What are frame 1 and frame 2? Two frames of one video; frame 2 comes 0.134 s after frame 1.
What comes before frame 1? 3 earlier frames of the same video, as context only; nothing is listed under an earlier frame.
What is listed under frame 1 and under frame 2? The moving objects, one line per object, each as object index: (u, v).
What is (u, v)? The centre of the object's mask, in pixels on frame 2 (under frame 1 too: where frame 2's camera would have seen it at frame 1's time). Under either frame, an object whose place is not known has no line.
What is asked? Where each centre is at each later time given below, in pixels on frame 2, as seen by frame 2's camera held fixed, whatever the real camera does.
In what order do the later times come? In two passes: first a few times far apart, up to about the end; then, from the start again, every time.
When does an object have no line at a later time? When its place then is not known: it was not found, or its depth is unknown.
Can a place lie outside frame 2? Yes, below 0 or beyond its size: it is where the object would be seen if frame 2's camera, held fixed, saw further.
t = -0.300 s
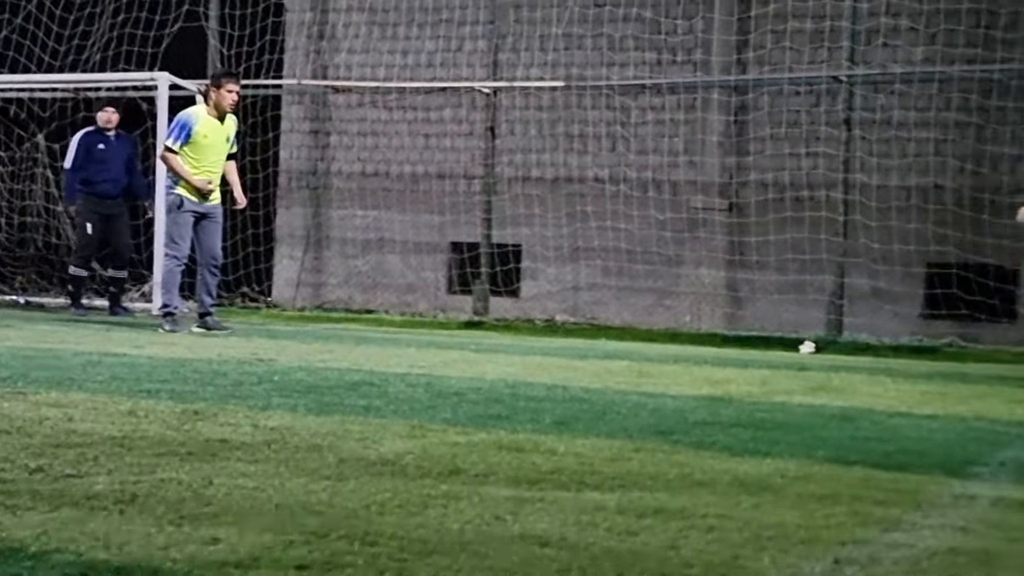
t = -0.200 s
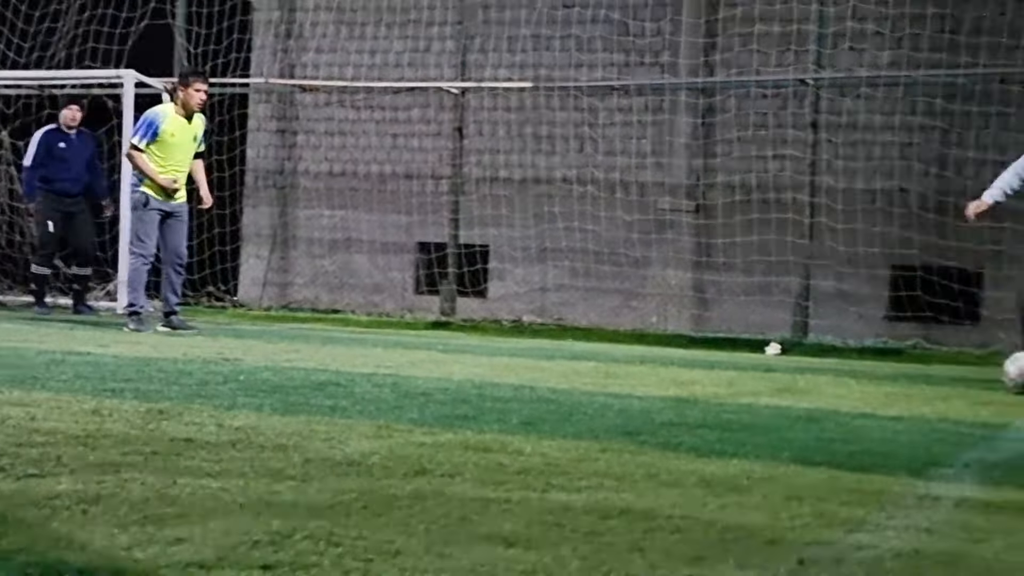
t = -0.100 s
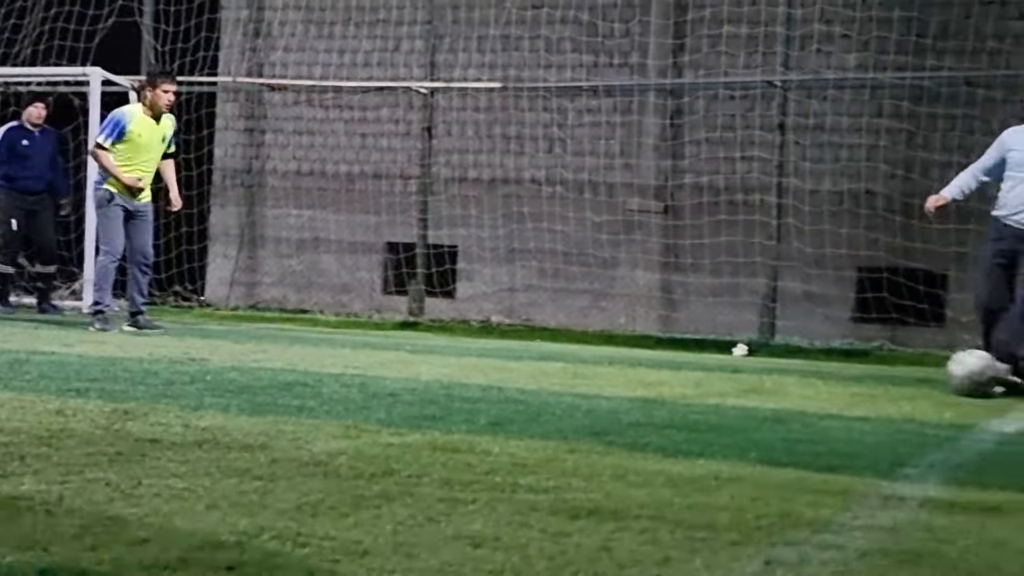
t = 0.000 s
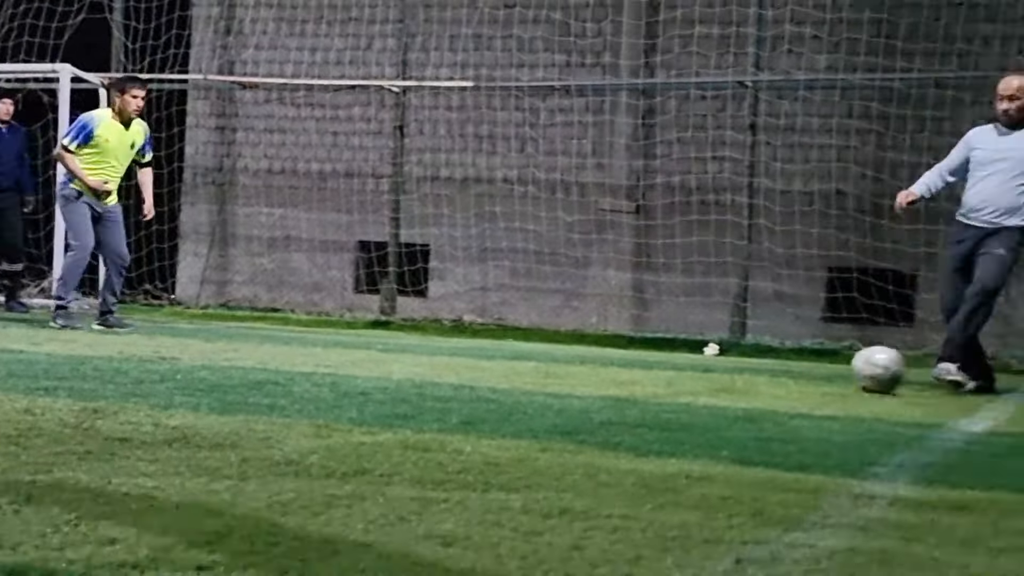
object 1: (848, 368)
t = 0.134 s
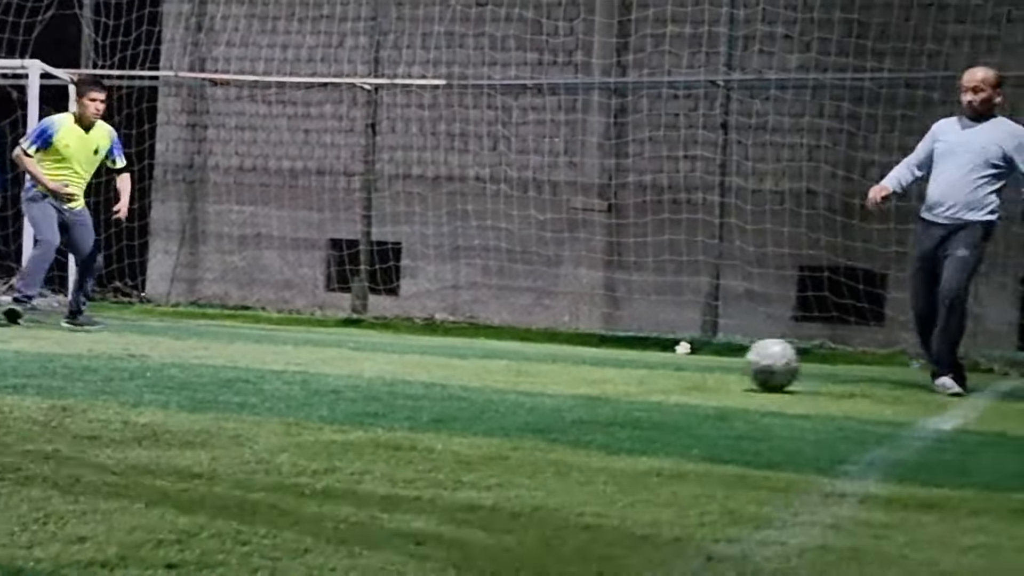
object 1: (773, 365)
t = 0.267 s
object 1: (701, 362)
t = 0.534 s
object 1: (570, 362)
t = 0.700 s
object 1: (485, 363)
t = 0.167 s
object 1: (753, 366)
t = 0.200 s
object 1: (734, 367)
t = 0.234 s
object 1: (718, 364)
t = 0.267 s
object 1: (701, 362)
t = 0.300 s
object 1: (685, 363)
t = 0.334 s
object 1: (669, 364)
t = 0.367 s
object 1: (654, 362)
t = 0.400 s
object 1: (638, 360)
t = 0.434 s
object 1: (621, 361)
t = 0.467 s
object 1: (604, 363)
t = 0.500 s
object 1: (587, 362)
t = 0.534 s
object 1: (570, 362)
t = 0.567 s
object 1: (553, 363)
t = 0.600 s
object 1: (536, 362)
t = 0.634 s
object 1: (519, 361)
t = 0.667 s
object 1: (502, 361)
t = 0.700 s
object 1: (485, 363)
